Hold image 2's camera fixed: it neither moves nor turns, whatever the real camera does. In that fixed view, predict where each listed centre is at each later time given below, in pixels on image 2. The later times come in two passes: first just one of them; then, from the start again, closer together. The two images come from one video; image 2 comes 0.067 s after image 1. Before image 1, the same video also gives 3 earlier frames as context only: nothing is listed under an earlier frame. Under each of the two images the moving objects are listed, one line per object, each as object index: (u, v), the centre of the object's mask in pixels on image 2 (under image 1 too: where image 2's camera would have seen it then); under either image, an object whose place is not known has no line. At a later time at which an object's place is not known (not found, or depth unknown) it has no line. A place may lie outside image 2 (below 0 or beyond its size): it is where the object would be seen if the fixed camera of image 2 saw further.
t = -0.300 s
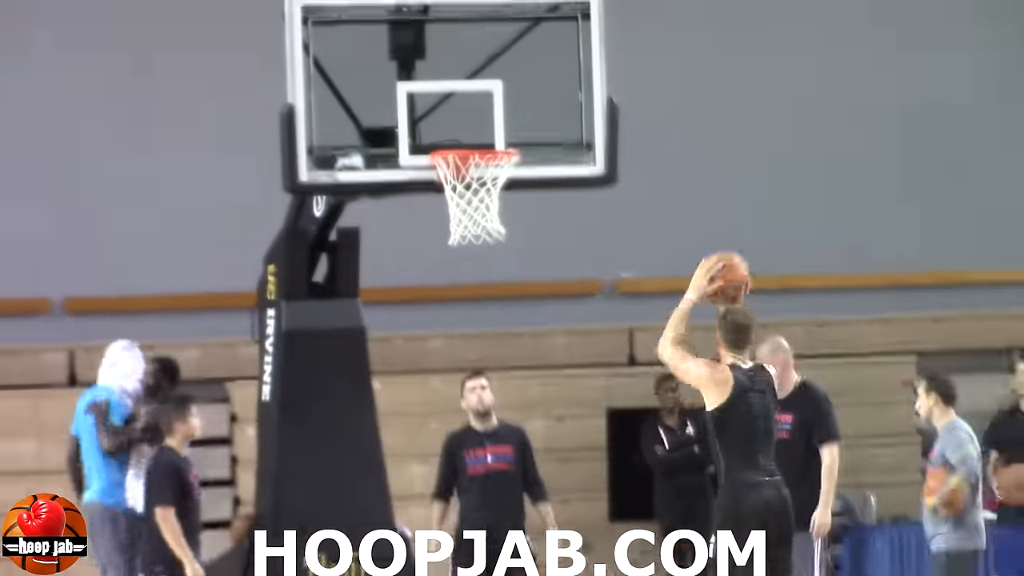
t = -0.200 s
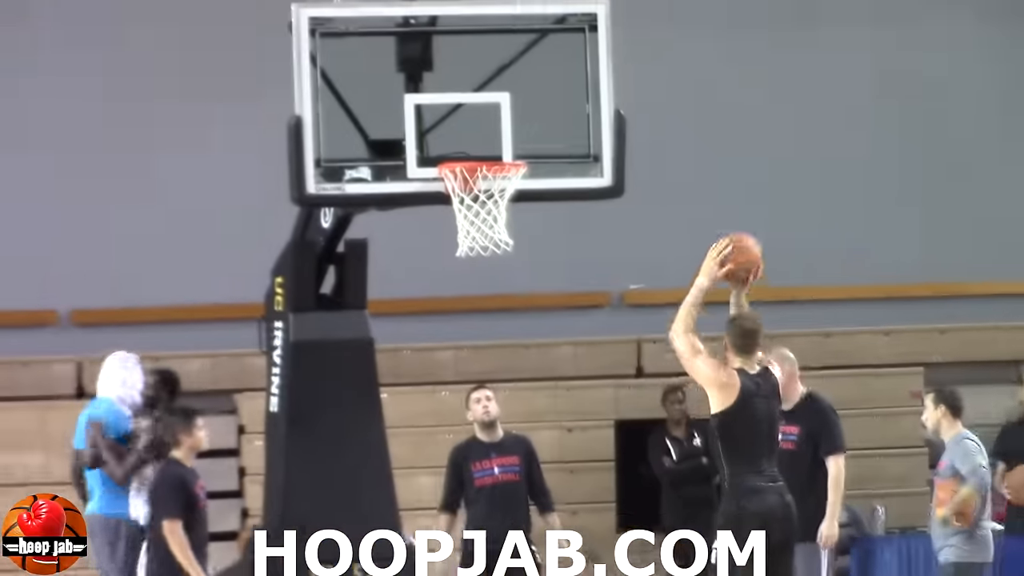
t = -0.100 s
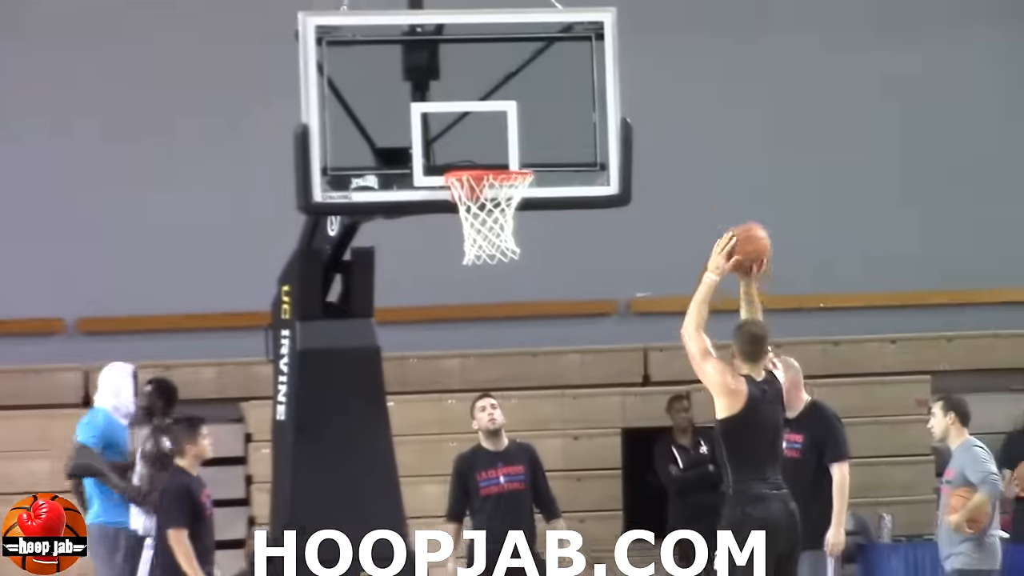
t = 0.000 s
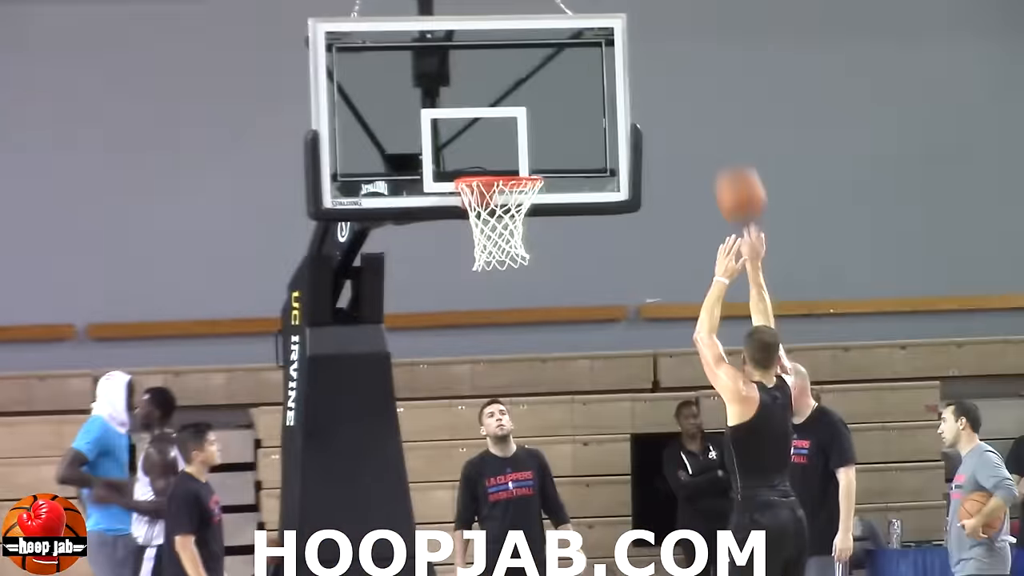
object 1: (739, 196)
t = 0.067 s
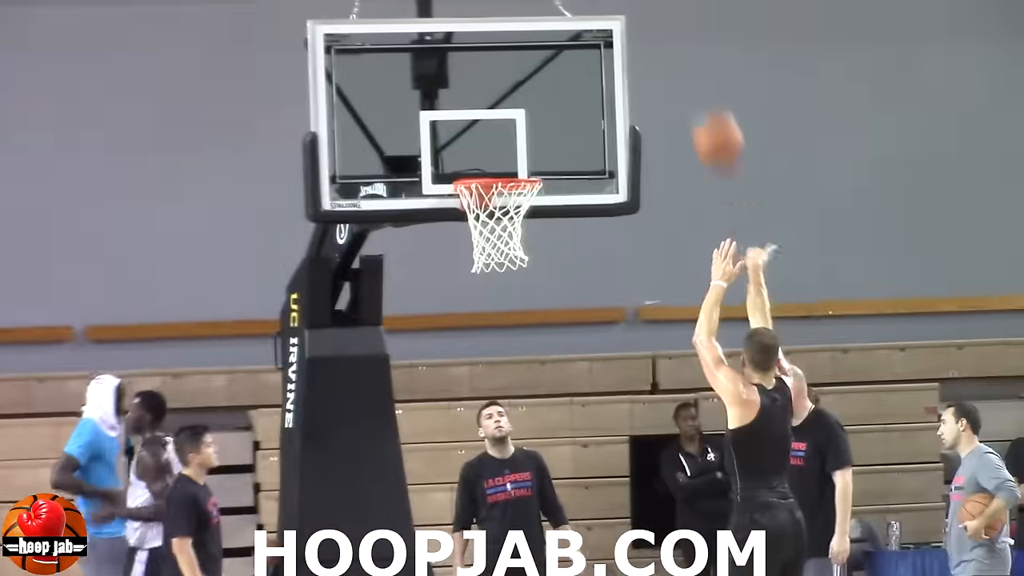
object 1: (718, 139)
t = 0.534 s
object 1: (580, 0)
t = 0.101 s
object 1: (708, 113)
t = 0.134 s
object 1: (698, 90)
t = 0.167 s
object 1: (690, 72)
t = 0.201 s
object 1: (679, 54)
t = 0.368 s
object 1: (630, 4)
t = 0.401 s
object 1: (620, 1)
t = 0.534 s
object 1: (580, 0)
